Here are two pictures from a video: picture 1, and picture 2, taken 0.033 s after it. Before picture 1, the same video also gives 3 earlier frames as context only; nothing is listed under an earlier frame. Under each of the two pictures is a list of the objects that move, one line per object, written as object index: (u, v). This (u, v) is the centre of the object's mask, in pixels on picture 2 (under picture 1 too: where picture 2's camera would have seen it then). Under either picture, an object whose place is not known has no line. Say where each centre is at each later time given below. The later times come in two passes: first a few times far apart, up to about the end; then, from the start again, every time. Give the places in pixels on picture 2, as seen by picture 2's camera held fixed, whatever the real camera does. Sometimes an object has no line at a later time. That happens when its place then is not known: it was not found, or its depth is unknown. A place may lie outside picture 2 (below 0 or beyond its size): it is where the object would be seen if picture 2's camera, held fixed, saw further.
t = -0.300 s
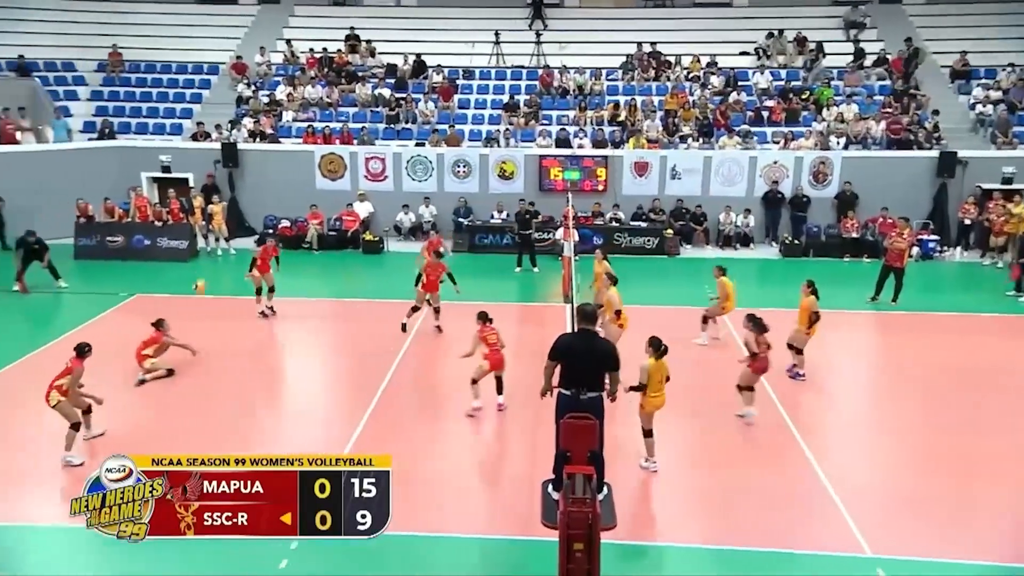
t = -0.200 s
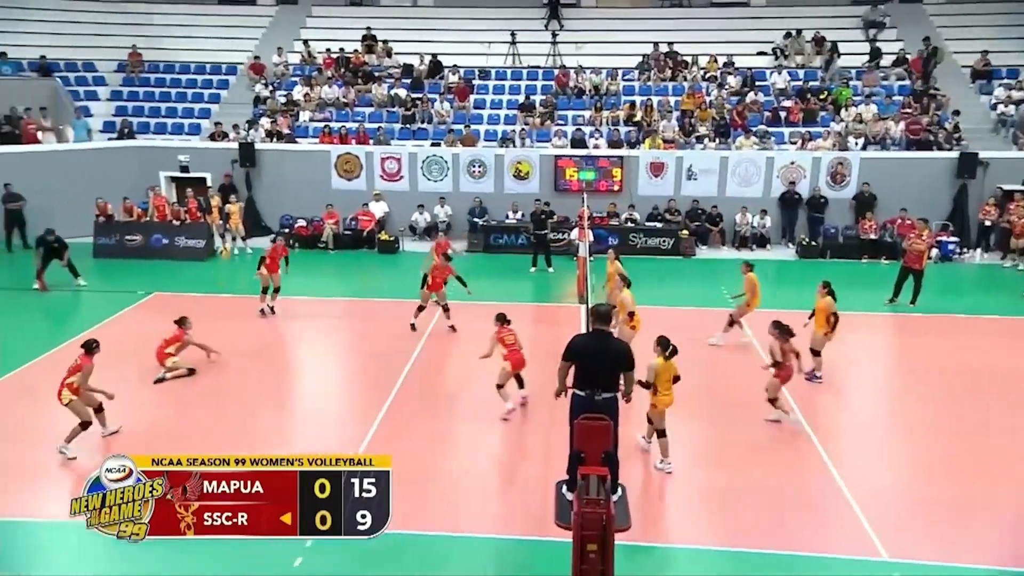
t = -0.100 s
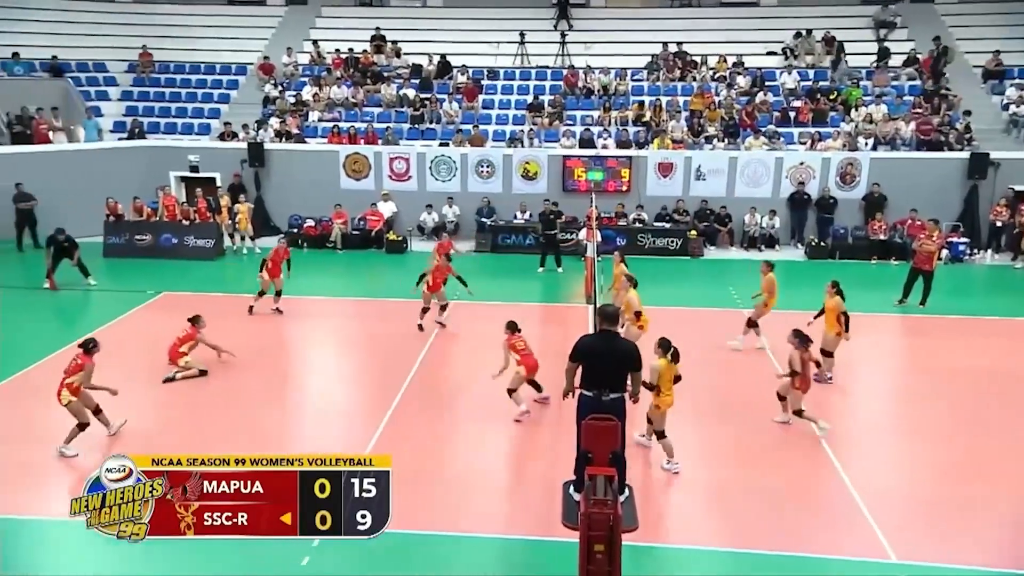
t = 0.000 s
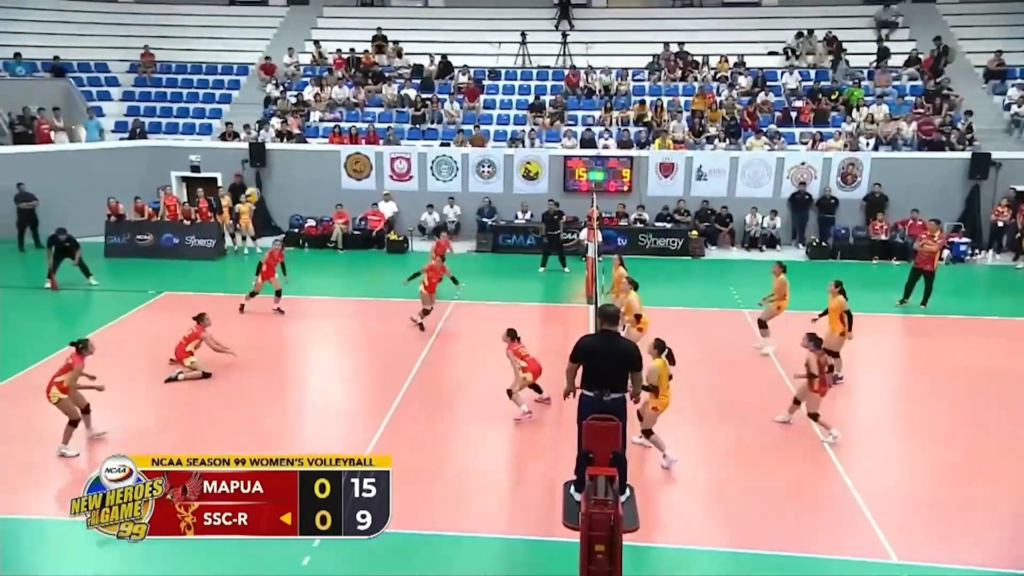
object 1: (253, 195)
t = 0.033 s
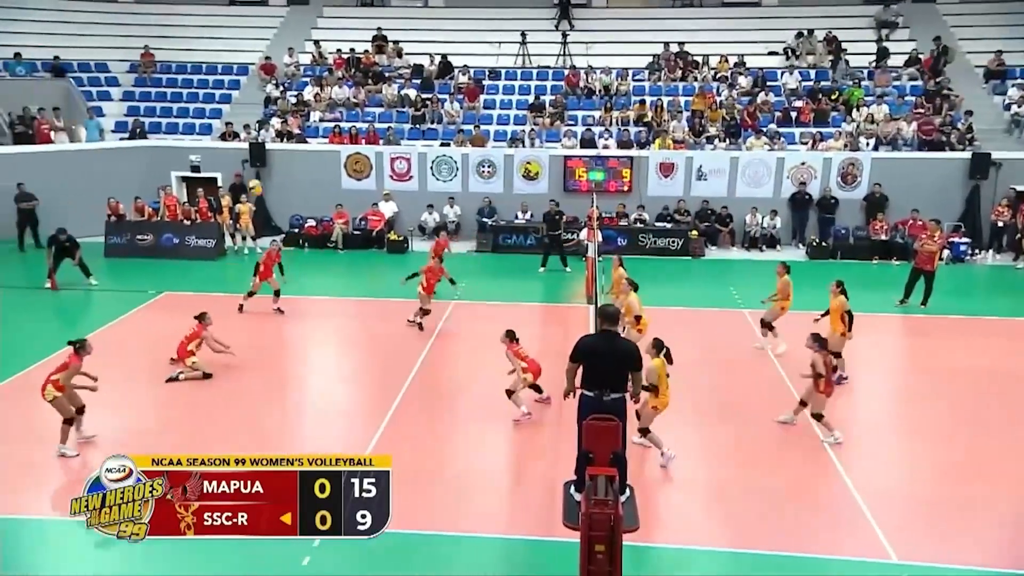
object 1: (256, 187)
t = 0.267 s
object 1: (277, 156)
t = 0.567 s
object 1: (308, 172)
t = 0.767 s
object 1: (331, 224)
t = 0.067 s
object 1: (258, 180)
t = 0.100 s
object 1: (261, 174)
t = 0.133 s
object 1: (264, 170)
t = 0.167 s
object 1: (266, 164)
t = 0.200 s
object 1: (270, 161)
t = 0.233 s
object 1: (273, 158)
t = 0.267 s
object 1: (277, 156)
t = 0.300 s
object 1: (279, 156)
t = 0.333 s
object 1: (283, 154)
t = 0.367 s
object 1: (286, 154)
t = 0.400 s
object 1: (290, 155)
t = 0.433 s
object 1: (293, 155)
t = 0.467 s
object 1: (297, 159)
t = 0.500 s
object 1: (300, 162)
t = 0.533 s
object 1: (304, 167)
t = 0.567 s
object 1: (308, 172)
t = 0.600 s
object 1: (312, 178)
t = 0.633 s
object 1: (317, 186)
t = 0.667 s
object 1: (320, 195)
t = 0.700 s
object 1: (324, 204)
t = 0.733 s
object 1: (327, 214)
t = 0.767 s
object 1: (331, 224)
